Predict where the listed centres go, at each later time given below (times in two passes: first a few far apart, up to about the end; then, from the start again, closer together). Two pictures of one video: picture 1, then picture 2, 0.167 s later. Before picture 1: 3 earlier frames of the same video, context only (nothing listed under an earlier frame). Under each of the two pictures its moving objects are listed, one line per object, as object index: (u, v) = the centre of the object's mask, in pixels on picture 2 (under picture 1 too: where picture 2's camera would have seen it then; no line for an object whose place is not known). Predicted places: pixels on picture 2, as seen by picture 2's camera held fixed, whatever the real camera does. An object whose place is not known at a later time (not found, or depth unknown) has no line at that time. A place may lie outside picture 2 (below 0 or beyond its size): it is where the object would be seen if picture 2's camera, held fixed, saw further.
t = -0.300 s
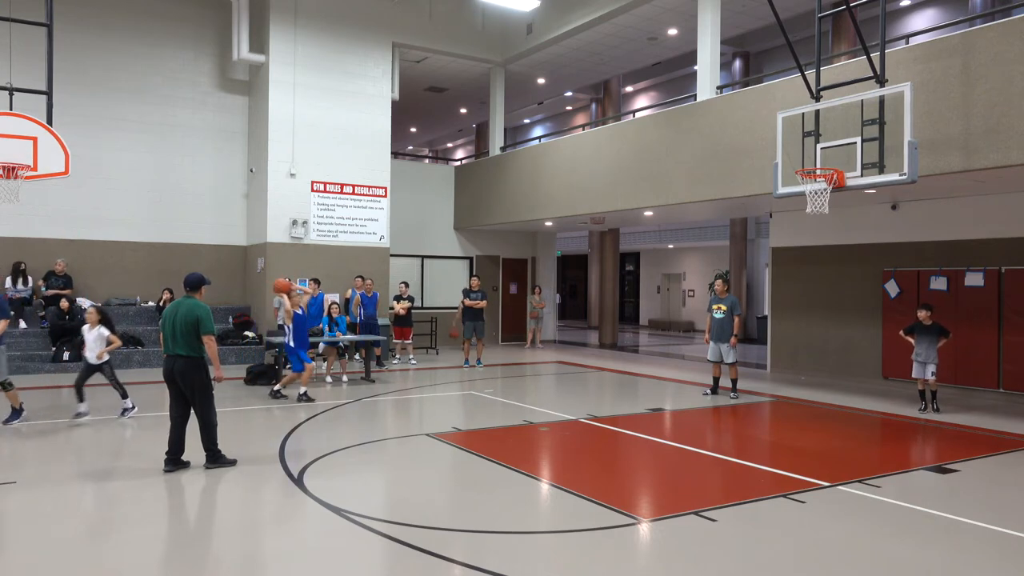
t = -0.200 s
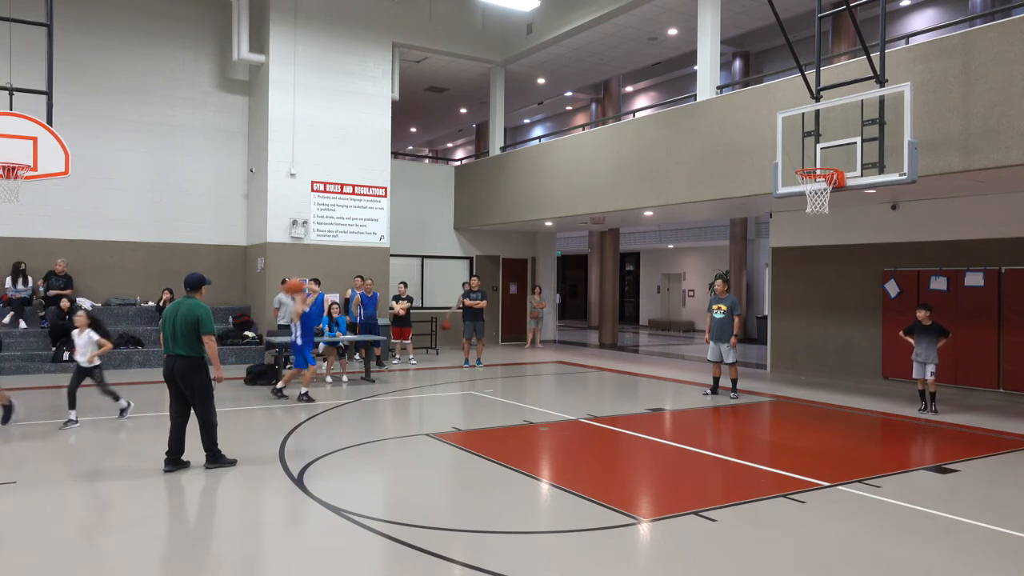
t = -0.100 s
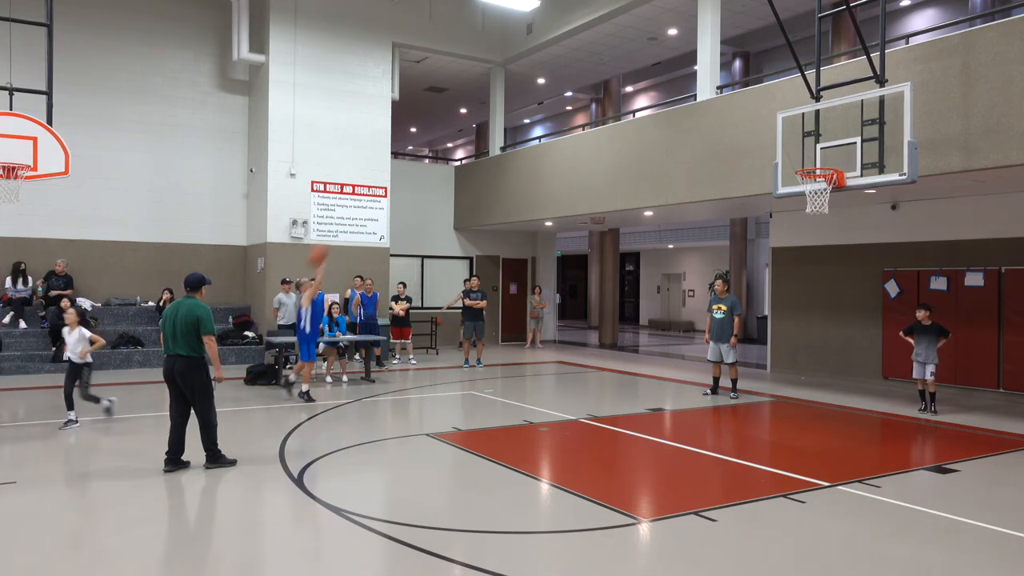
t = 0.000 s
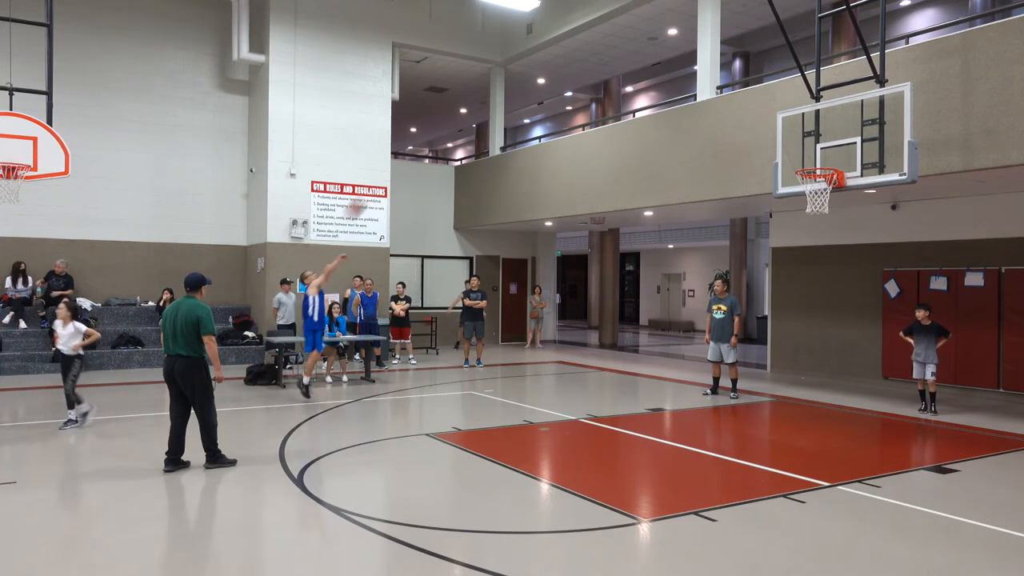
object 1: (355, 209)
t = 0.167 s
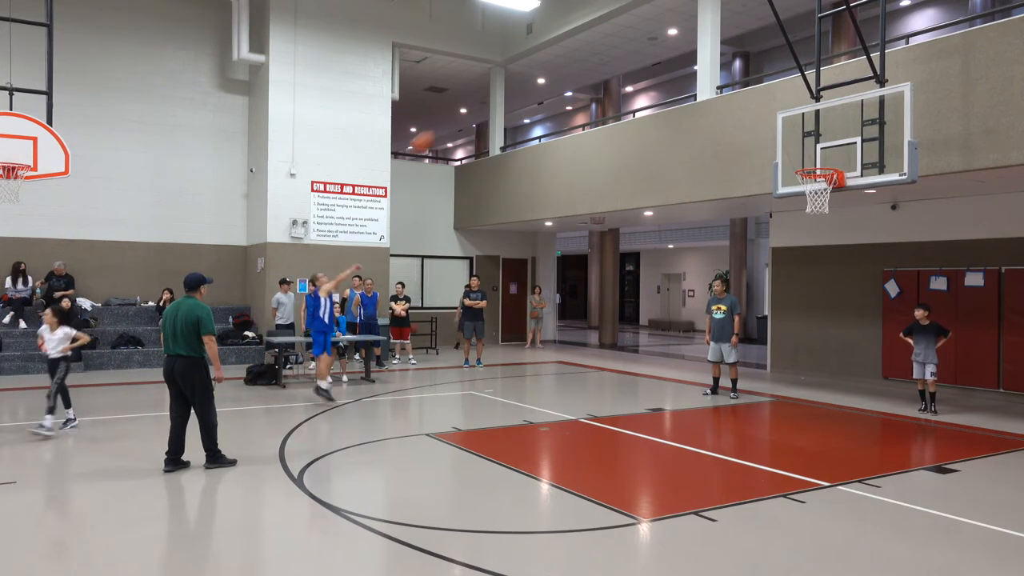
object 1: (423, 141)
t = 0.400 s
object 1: (517, 84)
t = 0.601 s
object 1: (600, 66)
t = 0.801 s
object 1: (686, 78)
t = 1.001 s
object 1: (776, 125)
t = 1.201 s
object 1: (810, 162)
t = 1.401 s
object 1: (817, 133)
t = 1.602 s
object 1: (823, 134)
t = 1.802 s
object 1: (831, 174)
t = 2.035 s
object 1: (839, 279)
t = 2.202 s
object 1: (846, 397)
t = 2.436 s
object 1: (845, 383)
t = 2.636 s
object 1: (842, 311)
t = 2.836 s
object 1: (838, 285)
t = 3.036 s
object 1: (833, 303)
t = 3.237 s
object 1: (827, 376)
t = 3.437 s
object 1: (821, 503)
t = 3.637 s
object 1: (821, 424)
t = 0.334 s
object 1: (489, 98)
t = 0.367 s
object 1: (504, 90)
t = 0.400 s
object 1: (517, 84)
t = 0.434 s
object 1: (529, 79)
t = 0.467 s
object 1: (544, 75)
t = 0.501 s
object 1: (559, 71)
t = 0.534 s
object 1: (572, 69)
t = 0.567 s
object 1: (586, 67)
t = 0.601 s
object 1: (600, 66)
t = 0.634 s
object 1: (614, 66)
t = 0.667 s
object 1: (629, 66)
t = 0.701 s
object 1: (644, 68)
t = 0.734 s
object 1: (659, 71)
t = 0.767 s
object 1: (673, 74)
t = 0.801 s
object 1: (686, 78)
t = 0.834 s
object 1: (700, 83)
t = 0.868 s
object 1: (717, 91)
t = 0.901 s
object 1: (731, 99)
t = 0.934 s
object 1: (746, 106)
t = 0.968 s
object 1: (761, 115)
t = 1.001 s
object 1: (776, 125)
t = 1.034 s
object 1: (792, 136)
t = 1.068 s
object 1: (806, 148)
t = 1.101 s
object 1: (823, 160)
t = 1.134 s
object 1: (824, 163)
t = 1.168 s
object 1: (812, 165)
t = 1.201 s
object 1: (810, 162)
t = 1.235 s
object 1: (811, 157)
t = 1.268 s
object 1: (812, 151)
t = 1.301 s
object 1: (813, 144)
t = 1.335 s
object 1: (815, 140)
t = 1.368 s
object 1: (816, 136)
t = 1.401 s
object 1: (817, 133)
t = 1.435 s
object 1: (818, 131)
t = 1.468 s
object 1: (819, 130)
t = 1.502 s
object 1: (820, 130)
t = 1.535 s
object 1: (821, 131)
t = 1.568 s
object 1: (822, 132)
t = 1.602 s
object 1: (823, 134)
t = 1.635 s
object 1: (825, 138)
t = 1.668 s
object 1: (826, 143)
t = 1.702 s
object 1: (827, 149)
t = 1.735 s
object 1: (829, 157)
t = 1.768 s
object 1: (830, 164)
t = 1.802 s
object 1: (831, 174)
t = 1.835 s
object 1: (833, 186)
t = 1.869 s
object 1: (834, 198)
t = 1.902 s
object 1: (835, 212)
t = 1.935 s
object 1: (836, 226)
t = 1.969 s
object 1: (837, 243)
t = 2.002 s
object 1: (837, 260)
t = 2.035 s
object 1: (839, 279)
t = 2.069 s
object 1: (840, 300)
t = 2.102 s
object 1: (841, 322)
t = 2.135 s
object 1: (843, 347)
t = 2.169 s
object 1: (844, 372)
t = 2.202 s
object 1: (846, 397)
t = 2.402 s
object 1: (846, 398)
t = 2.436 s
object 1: (845, 383)
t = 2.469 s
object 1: (845, 369)
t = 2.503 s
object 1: (845, 356)
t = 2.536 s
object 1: (844, 343)
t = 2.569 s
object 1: (844, 331)
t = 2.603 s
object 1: (843, 321)
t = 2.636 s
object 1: (842, 311)
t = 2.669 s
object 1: (842, 304)
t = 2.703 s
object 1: (841, 298)
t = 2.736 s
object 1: (841, 292)
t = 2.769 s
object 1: (840, 288)
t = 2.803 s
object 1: (839, 286)
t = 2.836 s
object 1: (838, 285)
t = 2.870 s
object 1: (838, 284)
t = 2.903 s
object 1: (837, 286)
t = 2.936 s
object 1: (836, 288)
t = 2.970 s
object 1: (835, 291)
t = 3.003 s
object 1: (834, 297)
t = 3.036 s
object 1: (833, 303)
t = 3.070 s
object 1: (833, 311)
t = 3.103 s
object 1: (832, 321)
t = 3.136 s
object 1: (831, 333)
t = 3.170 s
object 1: (830, 346)
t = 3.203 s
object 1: (829, 360)
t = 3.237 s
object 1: (827, 376)
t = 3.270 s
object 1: (826, 393)
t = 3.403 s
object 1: (822, 481)
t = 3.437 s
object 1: (821, 503)
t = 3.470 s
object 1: (822, 485)
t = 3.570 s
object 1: (821, 442)
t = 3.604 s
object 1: (821, 432)
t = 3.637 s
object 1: (821, 424)
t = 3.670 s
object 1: (821, 417)
